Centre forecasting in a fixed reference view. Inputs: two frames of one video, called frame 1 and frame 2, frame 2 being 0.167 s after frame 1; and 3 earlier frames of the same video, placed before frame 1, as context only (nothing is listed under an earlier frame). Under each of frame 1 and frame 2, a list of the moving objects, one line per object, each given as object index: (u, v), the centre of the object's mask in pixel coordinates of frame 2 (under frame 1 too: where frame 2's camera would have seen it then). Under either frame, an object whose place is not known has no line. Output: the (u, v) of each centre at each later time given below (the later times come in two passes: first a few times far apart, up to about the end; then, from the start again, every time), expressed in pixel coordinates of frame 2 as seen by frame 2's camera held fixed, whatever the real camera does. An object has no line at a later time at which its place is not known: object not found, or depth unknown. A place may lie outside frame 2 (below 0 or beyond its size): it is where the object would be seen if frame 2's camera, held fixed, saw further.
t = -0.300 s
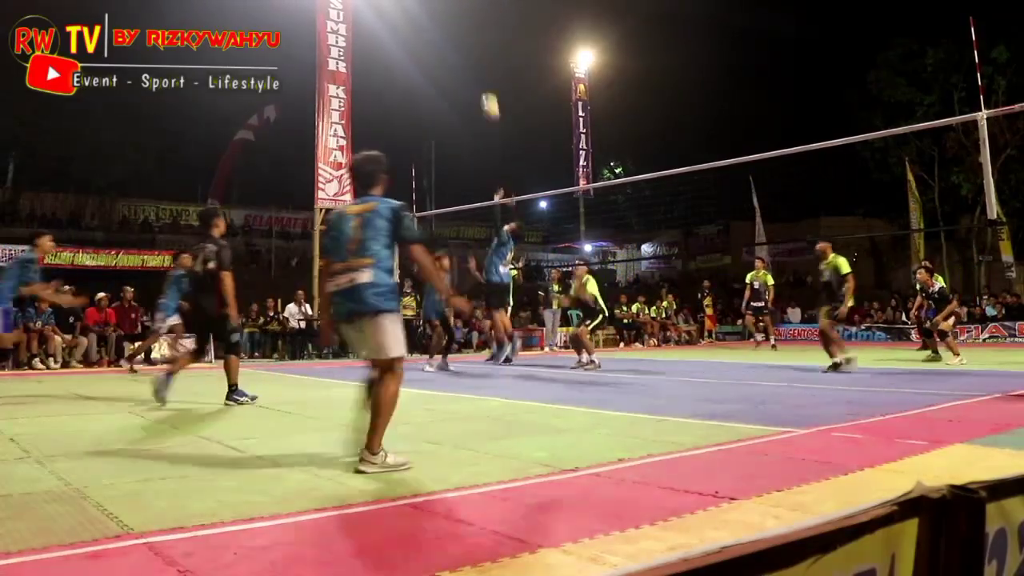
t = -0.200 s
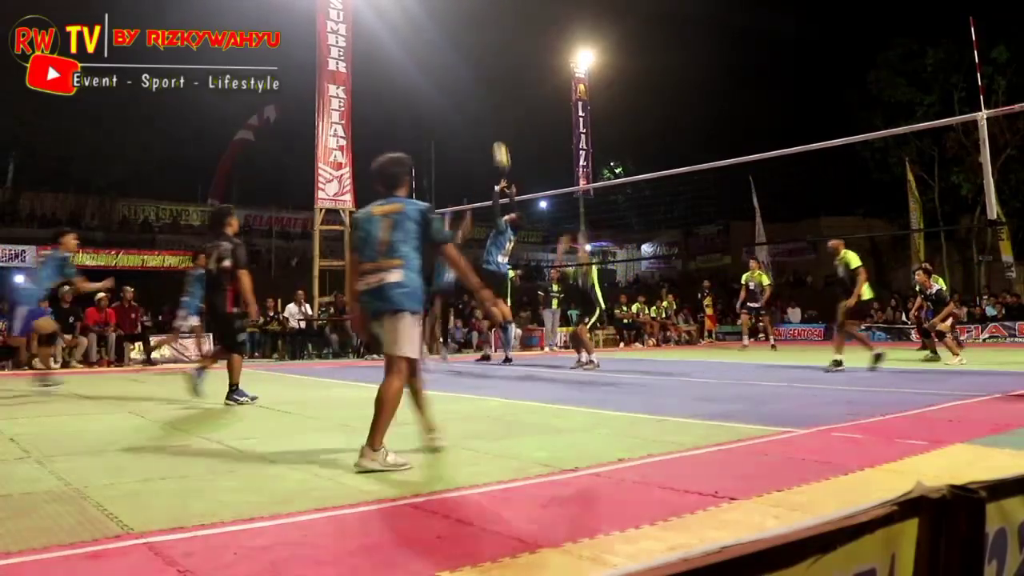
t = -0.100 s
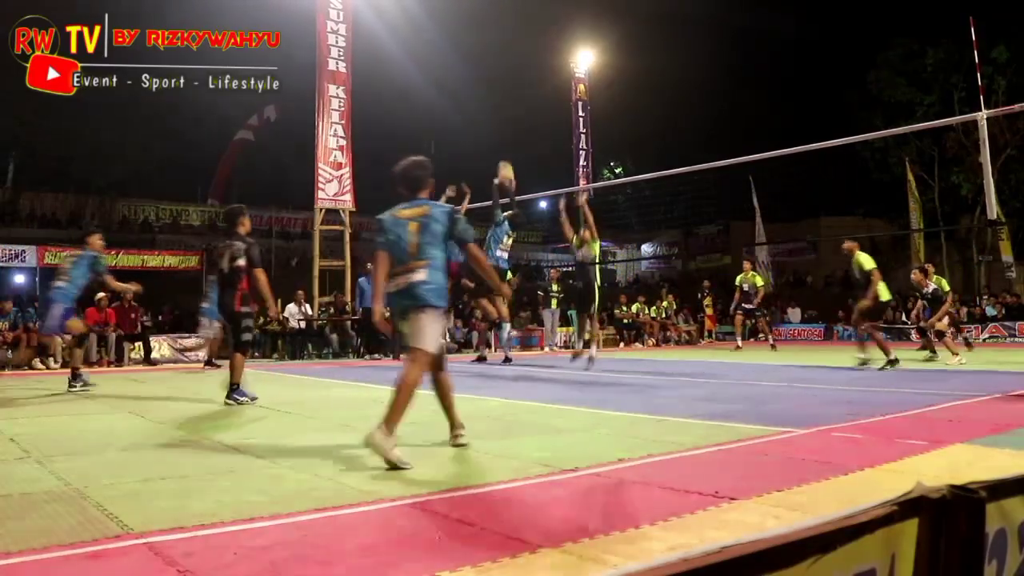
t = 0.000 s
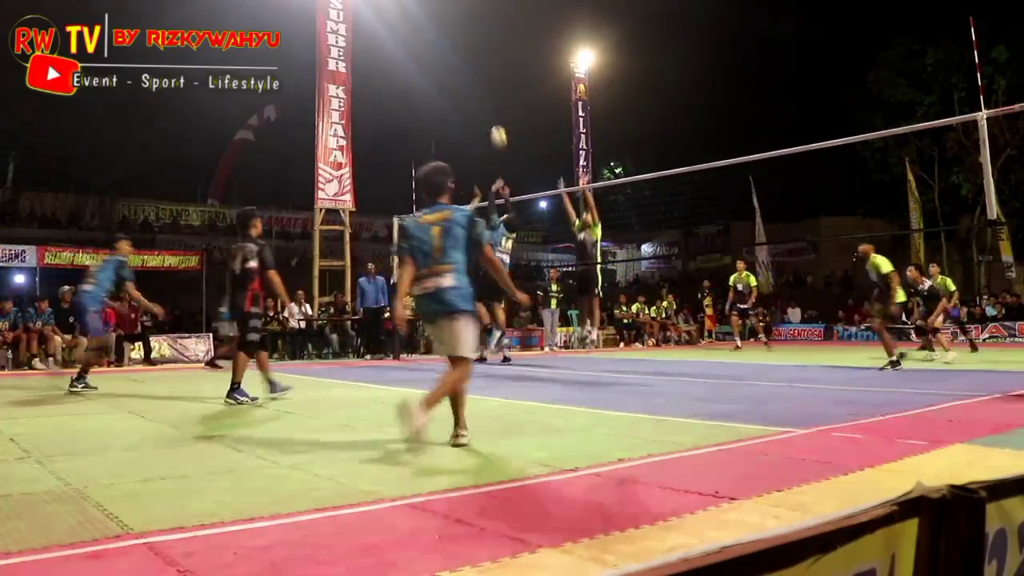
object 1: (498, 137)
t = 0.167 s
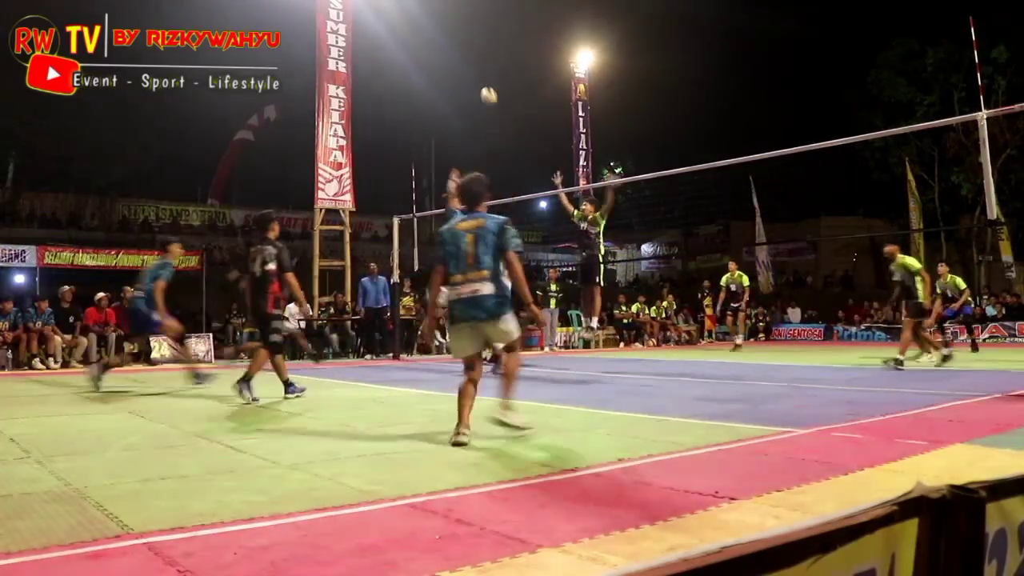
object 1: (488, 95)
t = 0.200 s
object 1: (487, 90)
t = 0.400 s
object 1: (477, 76)
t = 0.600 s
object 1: (468, 88)
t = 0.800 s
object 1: (460, 124)
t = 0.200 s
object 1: (487, 90)
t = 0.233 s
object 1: (485, 86)
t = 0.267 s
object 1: (483, 83)
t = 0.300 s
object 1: (481, 80)
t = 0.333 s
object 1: (480, 79)
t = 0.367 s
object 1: (478, 78)
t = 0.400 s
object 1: (477, 76)
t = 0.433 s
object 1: (475, 77)
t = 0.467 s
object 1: (474, 78)
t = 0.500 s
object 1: (472, 79)
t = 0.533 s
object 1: (471, 81)
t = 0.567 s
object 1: (469, 84)
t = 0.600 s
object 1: (468, 88)
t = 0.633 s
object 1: (466, 92)
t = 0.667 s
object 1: (465, 97)
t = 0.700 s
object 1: (464, 102)
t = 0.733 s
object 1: (463, 109)
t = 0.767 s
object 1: (462, 116)
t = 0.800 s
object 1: (460, 124)
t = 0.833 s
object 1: (459, 131)
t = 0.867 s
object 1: (459, 140)
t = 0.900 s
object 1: (457, 149)
